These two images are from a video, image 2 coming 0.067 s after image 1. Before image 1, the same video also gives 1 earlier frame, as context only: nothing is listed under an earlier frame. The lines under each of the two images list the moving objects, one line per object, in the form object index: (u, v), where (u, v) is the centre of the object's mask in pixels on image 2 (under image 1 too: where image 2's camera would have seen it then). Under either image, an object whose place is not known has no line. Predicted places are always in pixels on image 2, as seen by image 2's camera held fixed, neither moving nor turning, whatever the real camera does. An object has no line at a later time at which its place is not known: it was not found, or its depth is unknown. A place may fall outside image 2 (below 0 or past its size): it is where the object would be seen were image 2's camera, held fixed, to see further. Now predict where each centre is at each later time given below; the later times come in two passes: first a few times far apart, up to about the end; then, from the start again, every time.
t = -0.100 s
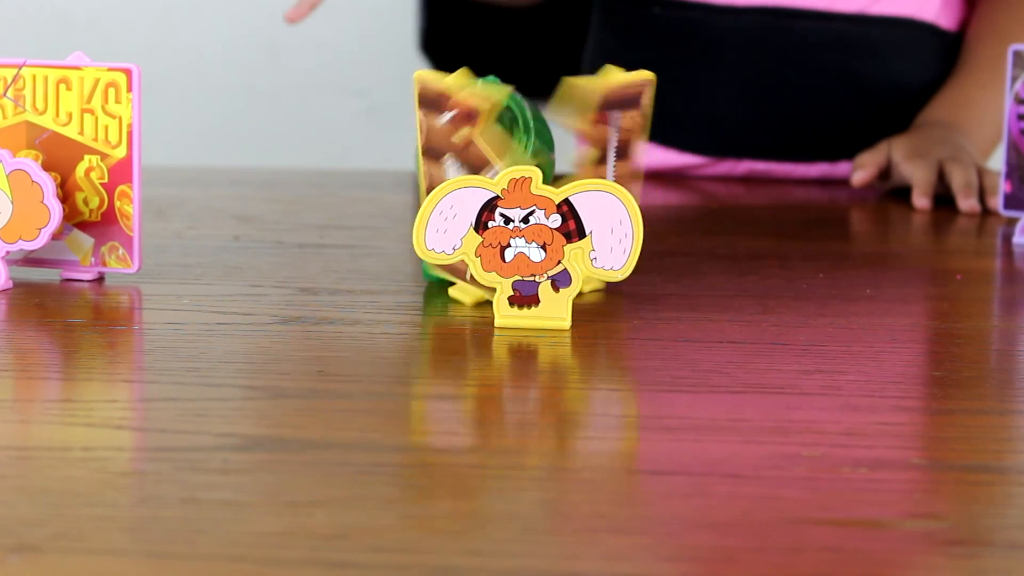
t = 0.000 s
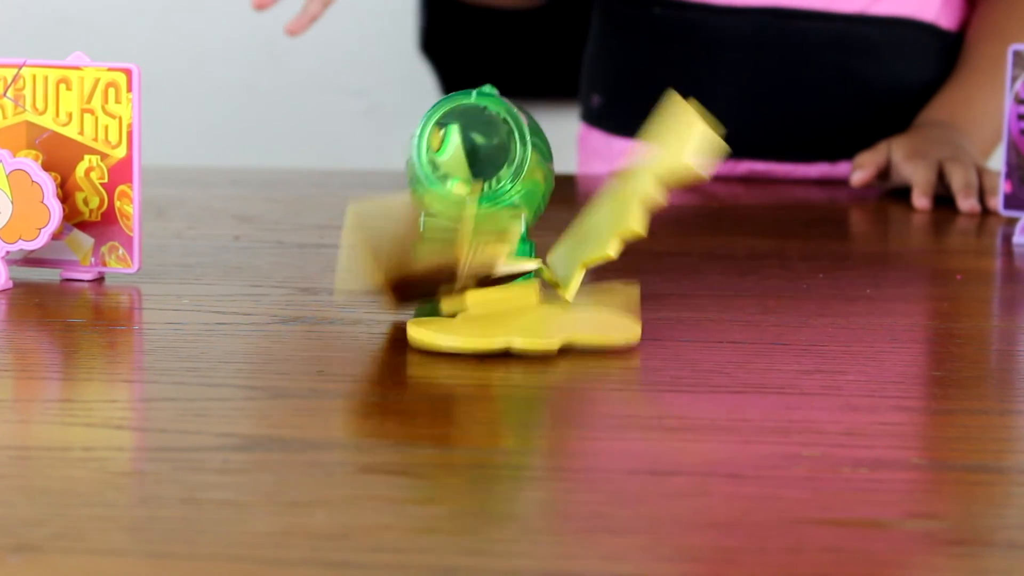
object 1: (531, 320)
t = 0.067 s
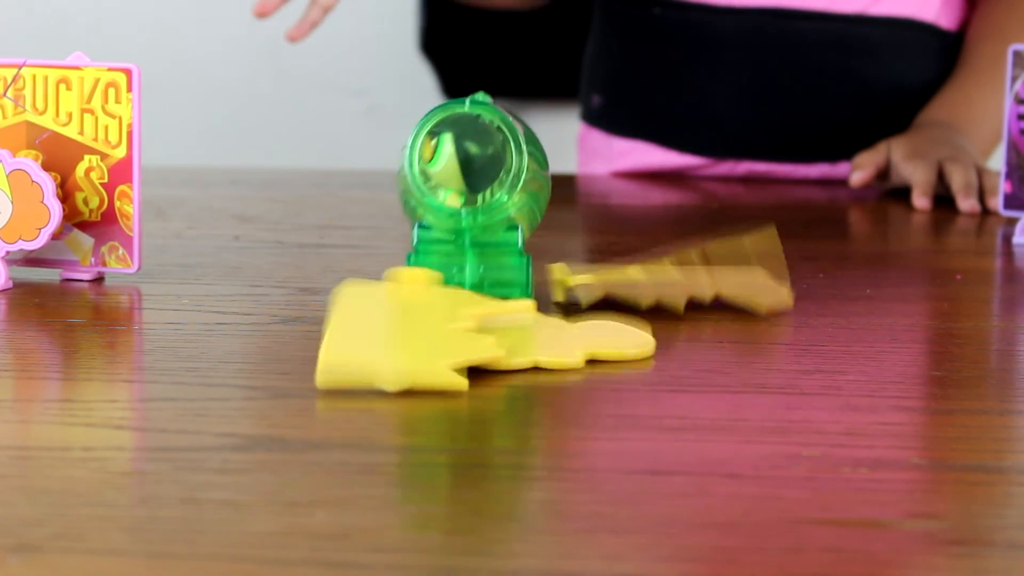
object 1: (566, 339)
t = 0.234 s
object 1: (617, 386)
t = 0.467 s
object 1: (695, 446)
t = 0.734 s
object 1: (702, 453)
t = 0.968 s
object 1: (702, 453)
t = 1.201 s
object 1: (702, 453)
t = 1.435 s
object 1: (703, 453)
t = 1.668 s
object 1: (702, 453)
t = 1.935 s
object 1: (703, 453)
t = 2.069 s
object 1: (703, 453)
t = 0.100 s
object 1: (555, 343)
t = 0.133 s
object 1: (575, 353)
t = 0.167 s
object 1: (581, 365)
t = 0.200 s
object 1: (598, 376)
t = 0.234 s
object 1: (617, 386)
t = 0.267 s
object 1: (631, 395)
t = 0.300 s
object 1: (643, 403)
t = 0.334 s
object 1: (657, 414)
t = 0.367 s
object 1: (668, 424)
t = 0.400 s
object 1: (677, 434)
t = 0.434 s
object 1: (687, 441)
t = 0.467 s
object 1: (695, 446)
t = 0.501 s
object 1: (700, 450)
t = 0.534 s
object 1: (702, 452)
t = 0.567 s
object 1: (702, 453)
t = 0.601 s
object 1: (702, 453)
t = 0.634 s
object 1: (702, 453)
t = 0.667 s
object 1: (702, 453)
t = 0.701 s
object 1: (702, 453)
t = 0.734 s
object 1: (702, 453)
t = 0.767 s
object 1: (702, 453)
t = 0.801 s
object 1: (702, 453)
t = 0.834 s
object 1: (702, 453)
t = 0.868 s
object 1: (702, 453)
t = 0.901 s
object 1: (702, 453)
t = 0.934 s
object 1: (702, 453)
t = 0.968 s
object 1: (702, 453)
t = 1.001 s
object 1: (702, 453)
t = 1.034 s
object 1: (702, 453)
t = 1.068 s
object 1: (702, 453)
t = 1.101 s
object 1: (702, 453)
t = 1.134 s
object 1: (702, 453)
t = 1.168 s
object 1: (702, 453)
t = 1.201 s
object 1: (702, 453)
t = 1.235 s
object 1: (702, 453)
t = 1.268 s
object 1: (702, 453)
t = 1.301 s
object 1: (702, 453)
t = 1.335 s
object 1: (703, 453)
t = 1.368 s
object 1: (702, 453)
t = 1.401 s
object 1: (703, 453)
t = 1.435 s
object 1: (703, 453)
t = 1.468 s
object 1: (703, 453)
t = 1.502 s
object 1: (703, 453)
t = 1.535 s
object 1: (703, 453)
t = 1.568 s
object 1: (703, 453)
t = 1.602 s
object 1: (703, 453)
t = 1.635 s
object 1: (703, 453)
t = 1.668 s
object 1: (702, 453)
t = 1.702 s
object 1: (702, 453)
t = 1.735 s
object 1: (702, 453)
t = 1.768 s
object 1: (703, 453)
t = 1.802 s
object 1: (703, 453)
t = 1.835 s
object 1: (703, 453)
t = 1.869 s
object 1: (703, 453)
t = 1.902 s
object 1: (703, 453)
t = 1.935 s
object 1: (703, 453)
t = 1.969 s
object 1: (703, 453)
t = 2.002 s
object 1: (703, 453)
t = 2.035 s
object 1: (703, 453)
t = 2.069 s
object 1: (703, 453)
